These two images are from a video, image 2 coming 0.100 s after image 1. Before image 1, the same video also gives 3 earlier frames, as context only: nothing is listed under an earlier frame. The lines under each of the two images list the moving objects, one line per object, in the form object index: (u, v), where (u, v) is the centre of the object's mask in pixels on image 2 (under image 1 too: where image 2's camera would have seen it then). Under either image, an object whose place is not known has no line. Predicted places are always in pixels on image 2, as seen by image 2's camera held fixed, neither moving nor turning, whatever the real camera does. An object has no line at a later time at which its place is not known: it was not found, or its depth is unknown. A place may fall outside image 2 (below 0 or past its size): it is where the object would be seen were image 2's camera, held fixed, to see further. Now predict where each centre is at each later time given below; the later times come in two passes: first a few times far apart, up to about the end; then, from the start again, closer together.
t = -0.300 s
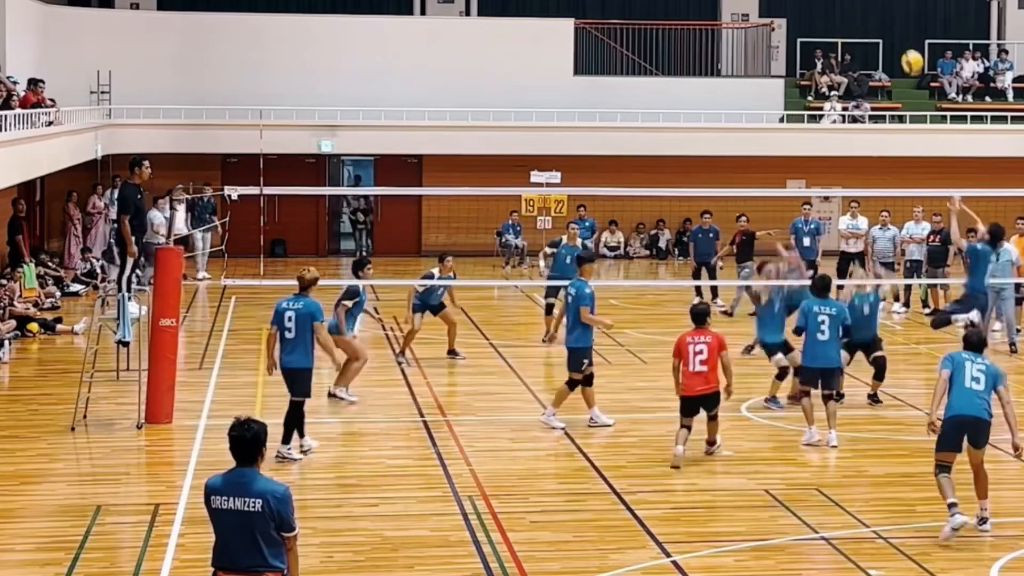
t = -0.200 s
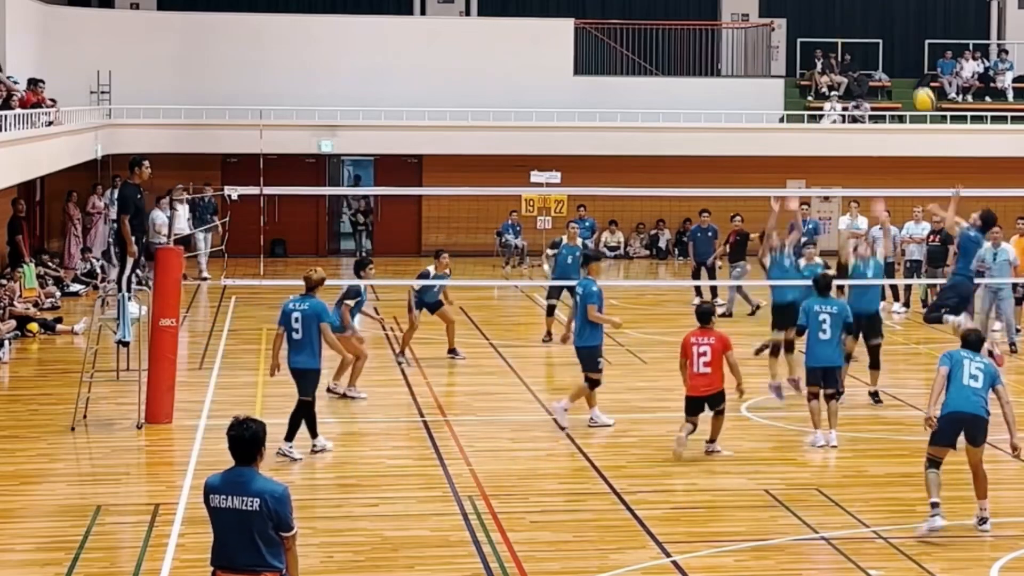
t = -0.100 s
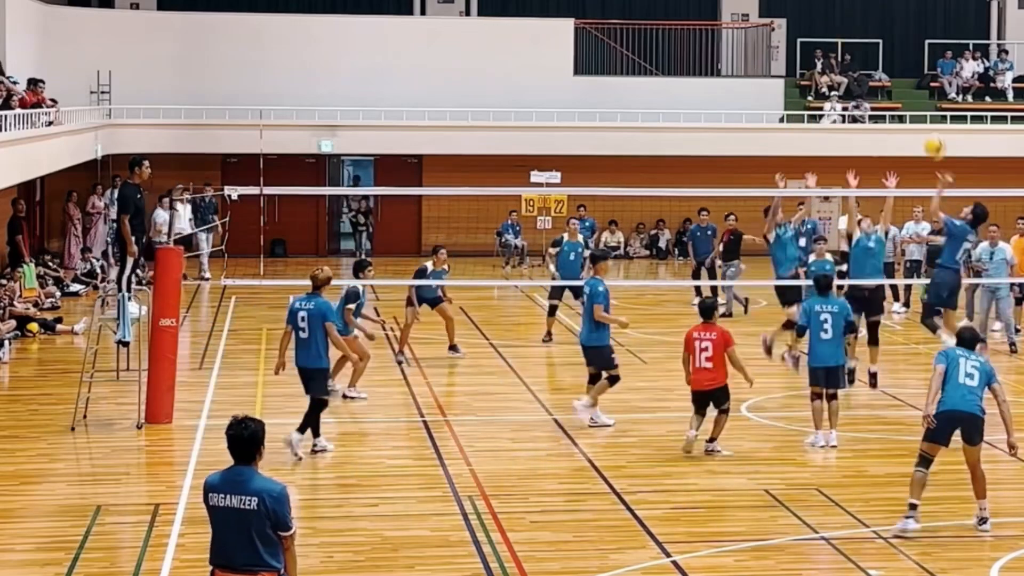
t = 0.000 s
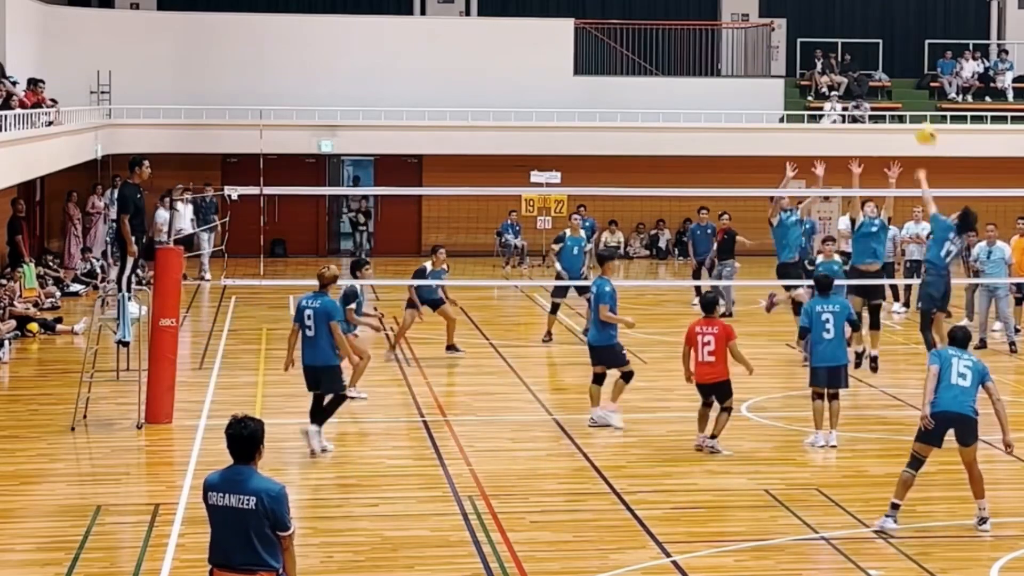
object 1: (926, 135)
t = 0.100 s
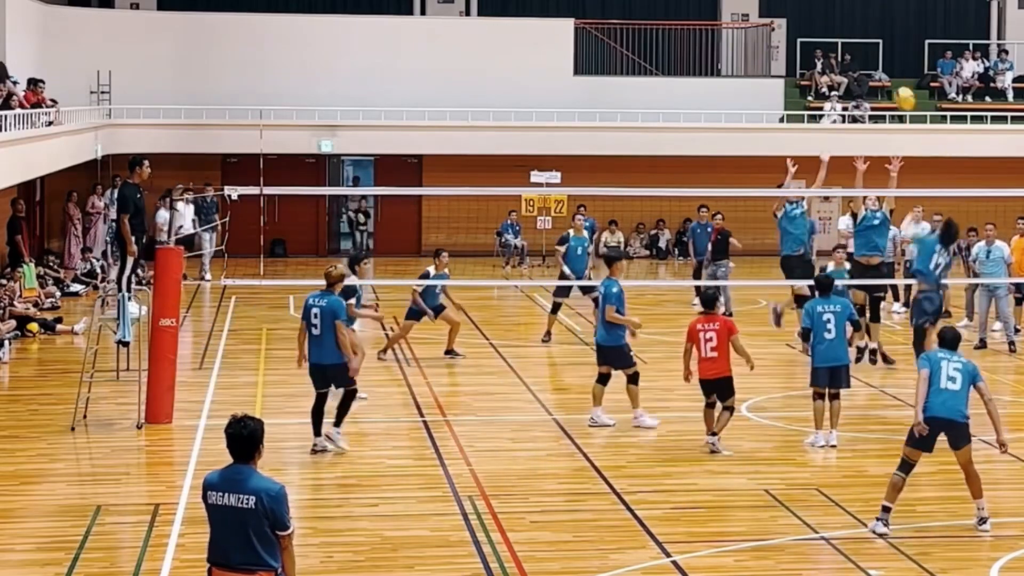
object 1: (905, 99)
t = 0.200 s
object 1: (886, 73)
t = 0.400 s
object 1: (852, 55)
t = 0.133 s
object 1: (899, 90)
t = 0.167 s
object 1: (892, 81)
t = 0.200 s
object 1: (886, 73)
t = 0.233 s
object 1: (880, 69)
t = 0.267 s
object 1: (874, 64)
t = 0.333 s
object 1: (863, 57)
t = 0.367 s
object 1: (857, 56)
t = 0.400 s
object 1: (852, 55)
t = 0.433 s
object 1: (847, 55)
